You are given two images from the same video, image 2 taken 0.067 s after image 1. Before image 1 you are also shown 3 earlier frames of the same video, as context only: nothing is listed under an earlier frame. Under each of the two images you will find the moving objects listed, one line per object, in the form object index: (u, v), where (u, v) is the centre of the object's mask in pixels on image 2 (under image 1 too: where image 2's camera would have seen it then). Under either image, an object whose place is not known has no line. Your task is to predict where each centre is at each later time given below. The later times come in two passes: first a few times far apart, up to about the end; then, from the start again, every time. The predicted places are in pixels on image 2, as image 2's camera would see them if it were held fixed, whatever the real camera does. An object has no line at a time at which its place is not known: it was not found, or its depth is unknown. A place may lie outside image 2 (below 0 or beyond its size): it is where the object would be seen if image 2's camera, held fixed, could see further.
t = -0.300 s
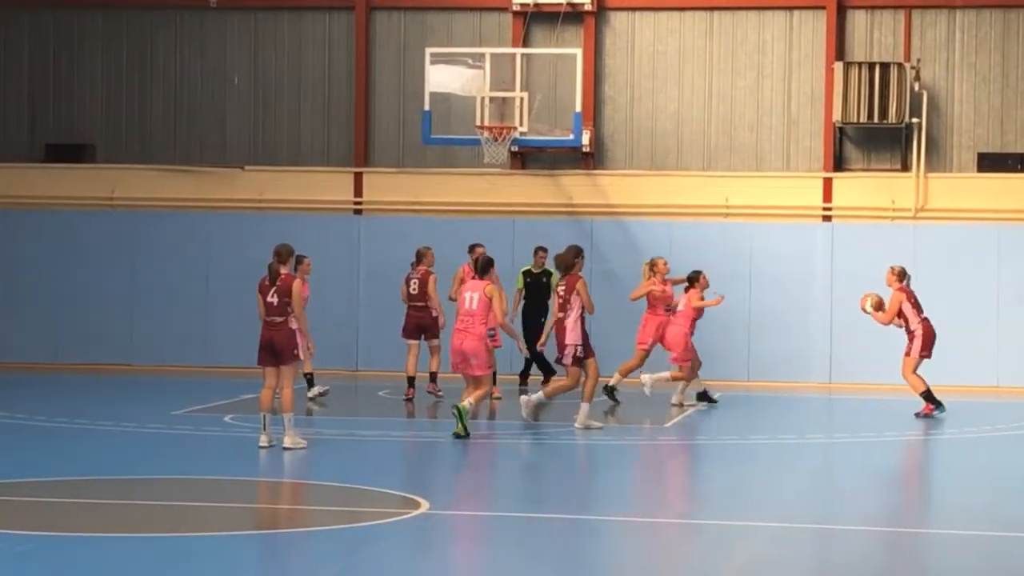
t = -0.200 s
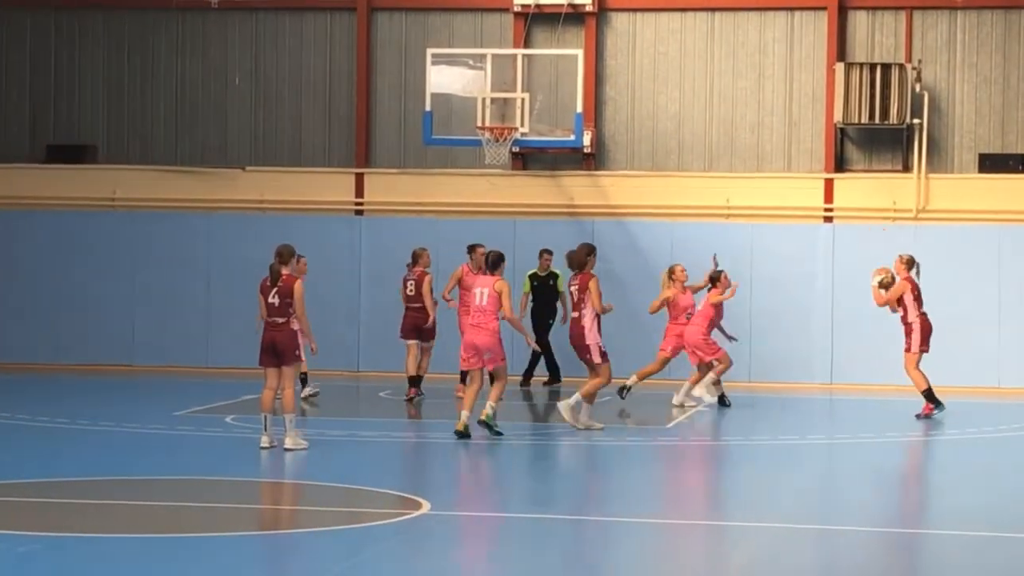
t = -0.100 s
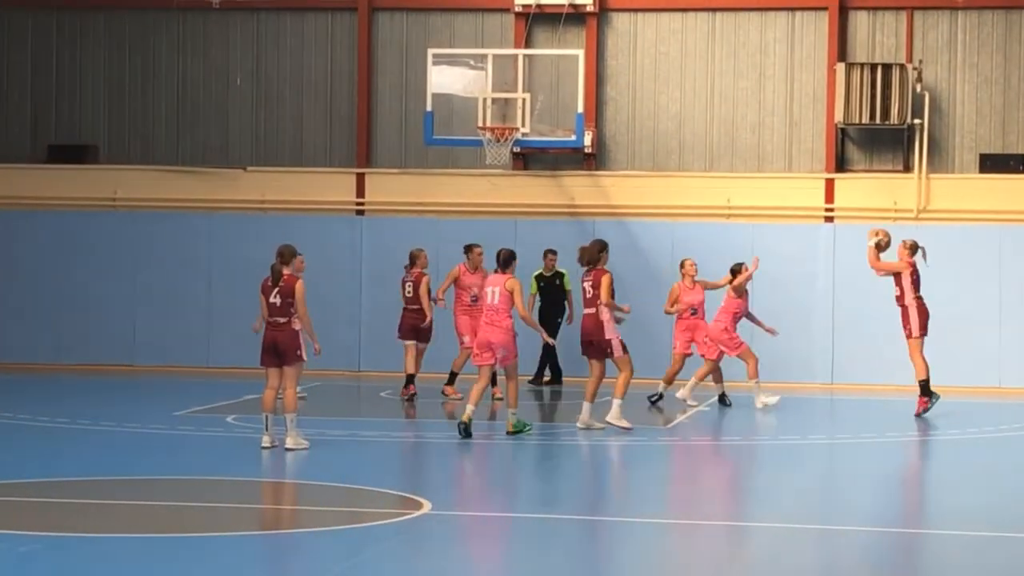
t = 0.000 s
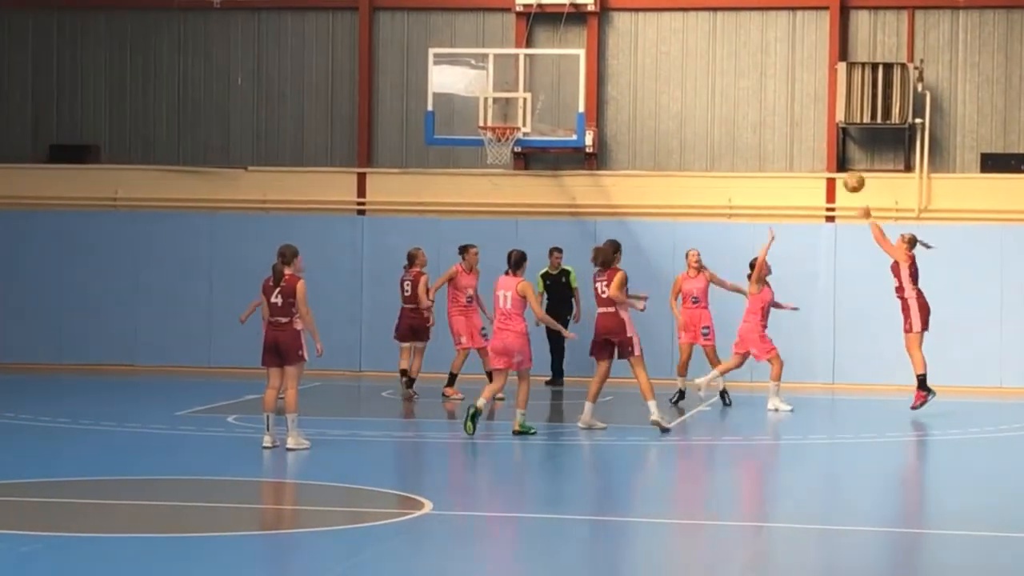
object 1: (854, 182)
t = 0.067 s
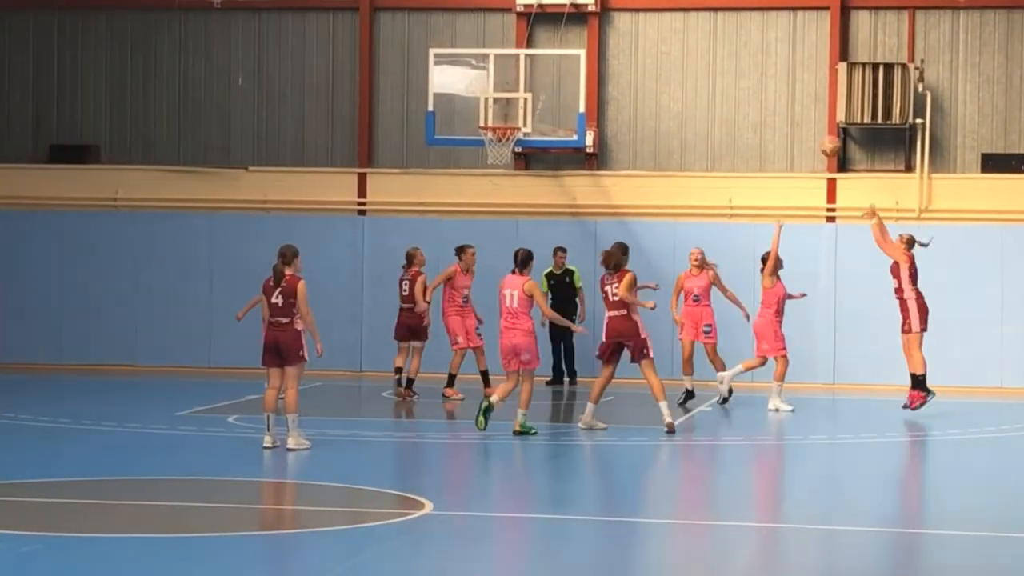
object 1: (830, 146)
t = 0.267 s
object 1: (763, 66)
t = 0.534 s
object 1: (677, 17)
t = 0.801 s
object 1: (594, 32)
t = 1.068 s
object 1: (516, 109)
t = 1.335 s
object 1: (454, 79)
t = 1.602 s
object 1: (391, 91)
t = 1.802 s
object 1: (343, 142)
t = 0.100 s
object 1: (819, 131)
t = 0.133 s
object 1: (808, 115)
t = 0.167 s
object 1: (797, 101)
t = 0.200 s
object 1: (785, 88)
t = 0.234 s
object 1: (774, 76)
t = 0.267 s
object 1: (763, 66)
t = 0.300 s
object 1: (751, 57)
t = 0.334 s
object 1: (740, 48)
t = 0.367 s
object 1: (730, 40)
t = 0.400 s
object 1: (719, 33)
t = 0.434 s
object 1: (708, 28)
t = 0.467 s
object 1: (698, 22)
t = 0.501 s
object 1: (687, 19)
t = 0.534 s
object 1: (677, 17)
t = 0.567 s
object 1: (666, 16)
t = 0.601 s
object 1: (656, 15)
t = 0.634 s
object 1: (646, 15)
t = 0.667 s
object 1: (635, 17)
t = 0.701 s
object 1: (625, 20)
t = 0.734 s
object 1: (615, 23)
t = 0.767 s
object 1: (605, 27)
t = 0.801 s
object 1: (594, 32)
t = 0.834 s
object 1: (585, 39)
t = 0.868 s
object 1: (575, 46)
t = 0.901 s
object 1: (565, 55)
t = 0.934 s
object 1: (555, 64)
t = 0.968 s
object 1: (545, 74)
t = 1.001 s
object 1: (535, 84)
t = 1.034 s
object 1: (526, 96)
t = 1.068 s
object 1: (516, 109)
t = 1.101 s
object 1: (508, 118)
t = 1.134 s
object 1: (500, 111)
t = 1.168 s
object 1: (492, 103)
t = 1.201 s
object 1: (485, 96)
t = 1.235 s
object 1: (477, 91)
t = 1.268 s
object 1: (469, 86)
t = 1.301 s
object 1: (462, 82)
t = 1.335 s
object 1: (454, 79)
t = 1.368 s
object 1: (446, 77)
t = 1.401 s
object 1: (438, 76)
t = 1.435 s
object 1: (431, 77)
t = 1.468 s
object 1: (423, 77)
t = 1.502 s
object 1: (415, 79)
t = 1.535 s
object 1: (407, 82)
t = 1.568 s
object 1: (398, 85)
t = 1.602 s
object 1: (391, 91)
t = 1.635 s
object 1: (383, 97)
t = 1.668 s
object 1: (374, 103)
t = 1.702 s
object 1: (367, 110)
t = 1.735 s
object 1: (359, 120)
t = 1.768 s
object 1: (351, 130)
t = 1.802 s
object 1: (343, 142)
